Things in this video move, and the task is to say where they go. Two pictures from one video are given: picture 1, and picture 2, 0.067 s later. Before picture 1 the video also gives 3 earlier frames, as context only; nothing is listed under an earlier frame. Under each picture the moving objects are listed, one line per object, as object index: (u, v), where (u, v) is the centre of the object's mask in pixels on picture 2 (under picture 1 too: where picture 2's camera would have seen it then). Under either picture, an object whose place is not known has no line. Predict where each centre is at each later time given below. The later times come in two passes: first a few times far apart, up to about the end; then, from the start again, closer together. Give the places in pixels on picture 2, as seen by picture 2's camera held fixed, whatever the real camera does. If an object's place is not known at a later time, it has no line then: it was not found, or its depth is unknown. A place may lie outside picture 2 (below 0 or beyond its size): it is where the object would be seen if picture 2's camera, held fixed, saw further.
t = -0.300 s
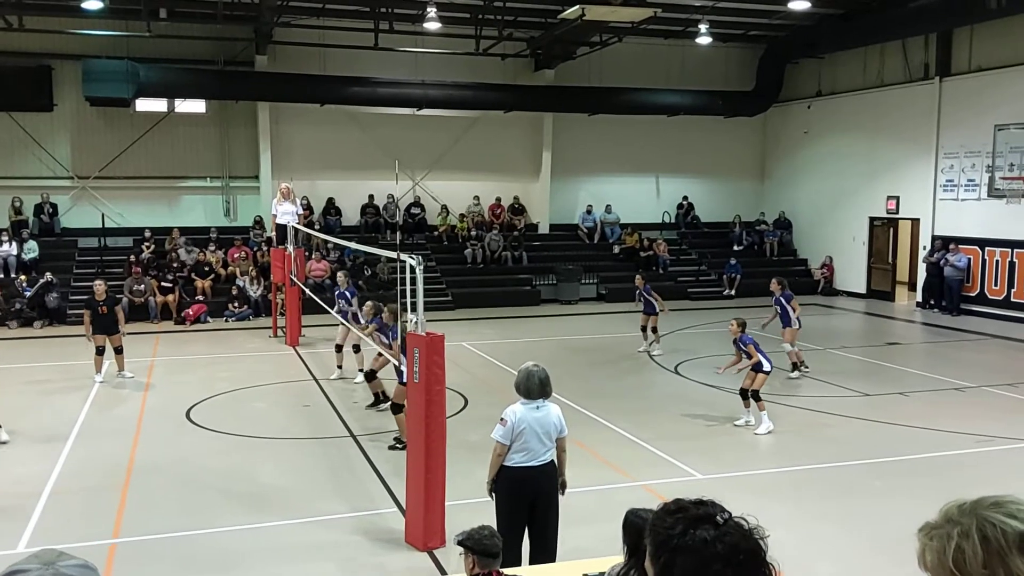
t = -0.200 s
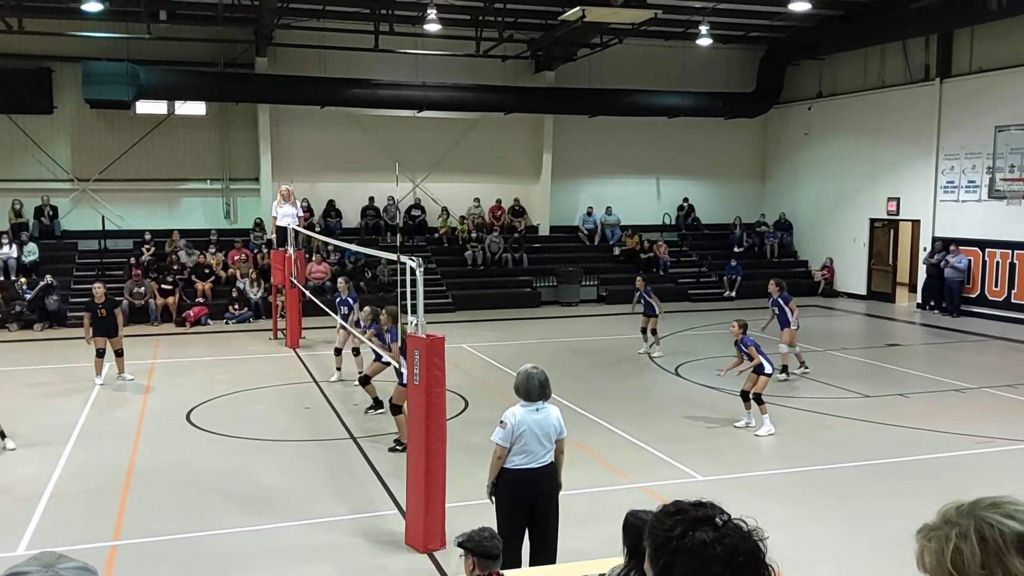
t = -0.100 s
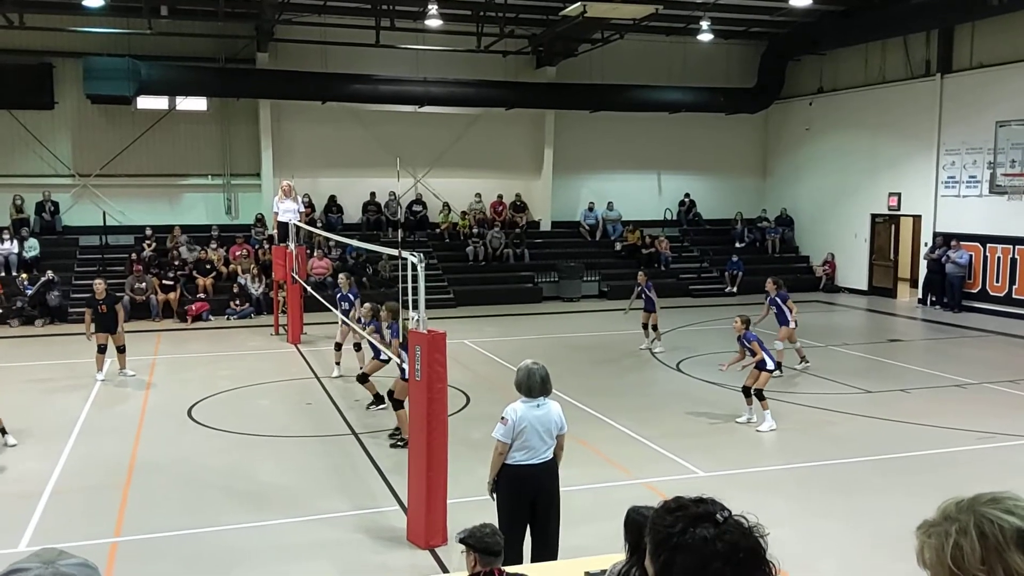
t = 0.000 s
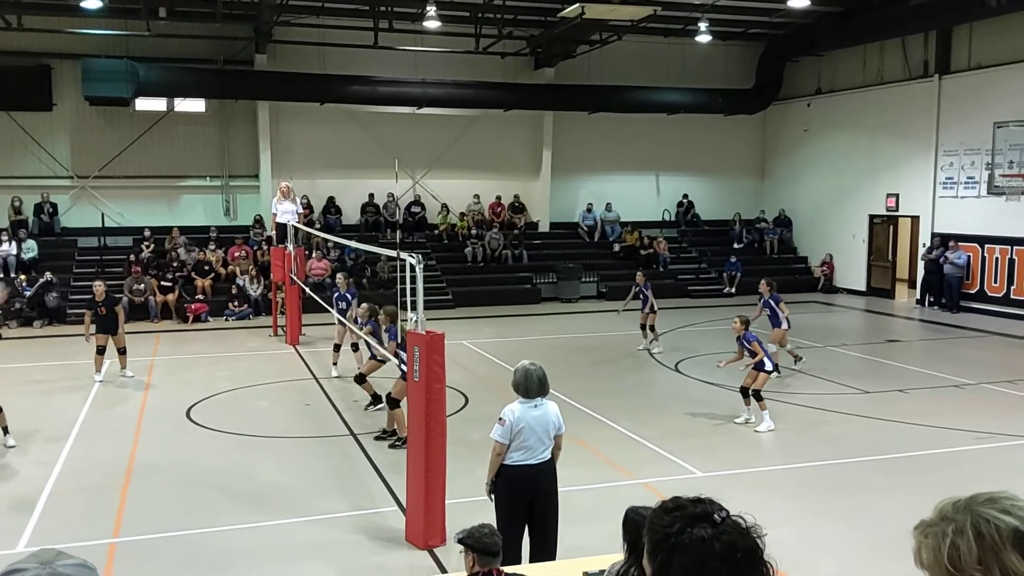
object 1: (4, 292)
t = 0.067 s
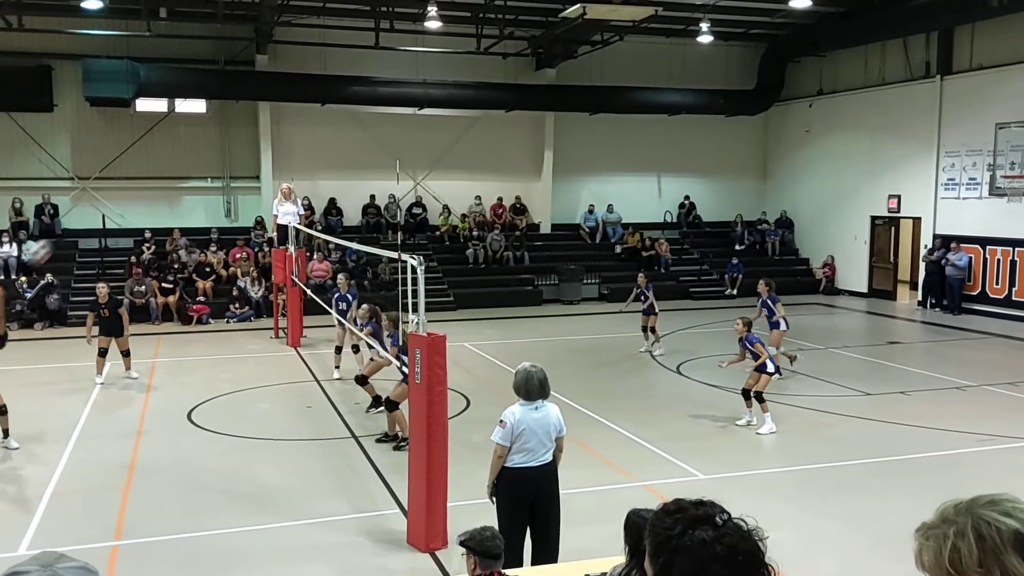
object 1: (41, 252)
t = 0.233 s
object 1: (146, 163)
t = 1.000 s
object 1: (552, 108)
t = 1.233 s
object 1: (645, 183)
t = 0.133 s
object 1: (84, 210)
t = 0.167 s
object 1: (103, 193)
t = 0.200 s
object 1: (125, 175)
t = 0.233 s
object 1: (146, 163)
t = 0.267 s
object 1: (168, 149)
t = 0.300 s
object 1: (189, 136)
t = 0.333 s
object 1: (211, 124)
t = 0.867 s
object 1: (493, 82)
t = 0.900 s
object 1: (509, 89)
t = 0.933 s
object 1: (524, 96)
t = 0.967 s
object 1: (537, 100)
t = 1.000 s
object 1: (552, 108)
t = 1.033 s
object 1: (566, 117)
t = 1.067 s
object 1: (579, 125)
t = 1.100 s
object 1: (593, 135)
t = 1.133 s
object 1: (604, 146)
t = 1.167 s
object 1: (617, 156)
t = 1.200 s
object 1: (631, 169)
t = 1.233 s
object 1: (645, 183)
